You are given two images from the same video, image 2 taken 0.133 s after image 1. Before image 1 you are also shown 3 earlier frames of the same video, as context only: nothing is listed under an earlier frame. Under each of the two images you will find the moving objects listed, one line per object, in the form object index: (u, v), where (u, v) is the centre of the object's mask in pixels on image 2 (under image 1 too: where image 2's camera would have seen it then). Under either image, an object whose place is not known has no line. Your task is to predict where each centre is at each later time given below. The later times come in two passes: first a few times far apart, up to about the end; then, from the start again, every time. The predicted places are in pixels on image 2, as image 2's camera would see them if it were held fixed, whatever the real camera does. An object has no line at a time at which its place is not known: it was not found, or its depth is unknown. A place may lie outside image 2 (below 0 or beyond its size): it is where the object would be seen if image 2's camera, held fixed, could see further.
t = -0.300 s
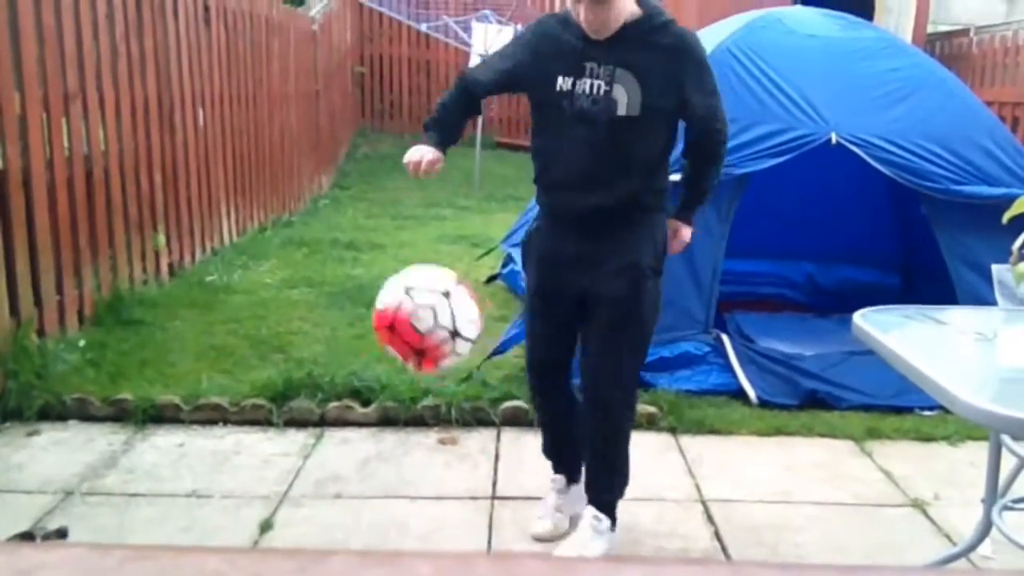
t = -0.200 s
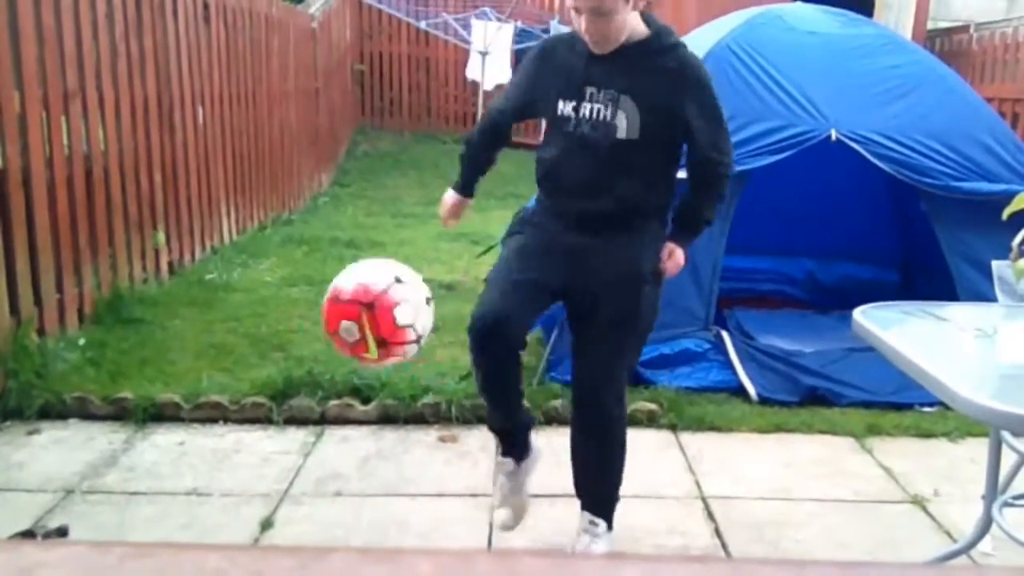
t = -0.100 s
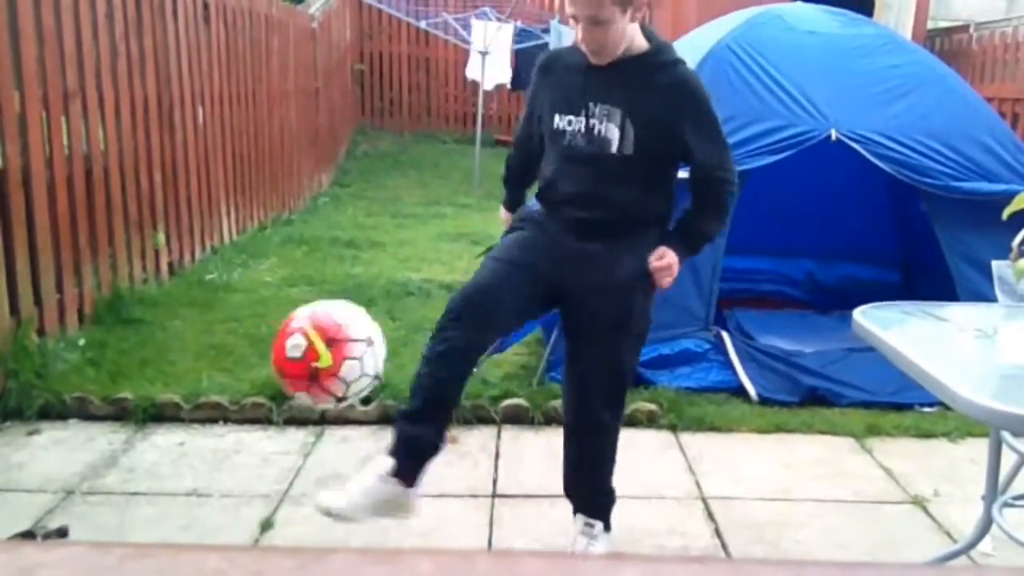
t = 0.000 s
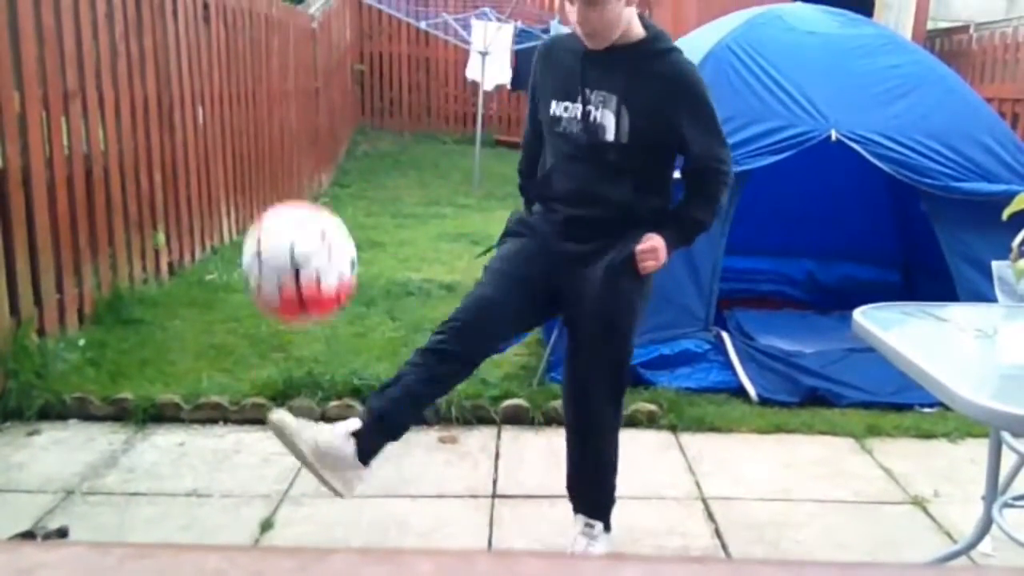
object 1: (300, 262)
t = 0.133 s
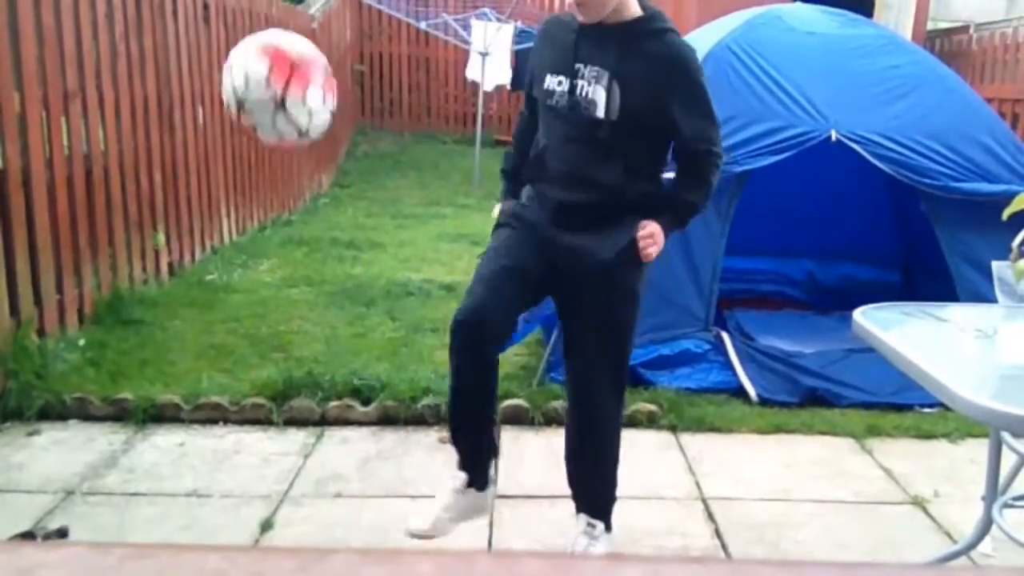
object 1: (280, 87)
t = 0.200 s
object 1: (271, 46)
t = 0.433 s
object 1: (253, 62)
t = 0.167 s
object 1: (275, 61)
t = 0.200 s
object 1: (271, 46)
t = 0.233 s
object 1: (269, 39)
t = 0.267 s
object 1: (263, 34)
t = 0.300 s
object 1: (262, 32)
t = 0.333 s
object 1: (261, 33)
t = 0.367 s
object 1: (258, 36)
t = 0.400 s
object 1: (255, 46)
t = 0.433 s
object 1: (253, 62)
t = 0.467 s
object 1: (252, 83)
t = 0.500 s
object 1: (251, 110)
